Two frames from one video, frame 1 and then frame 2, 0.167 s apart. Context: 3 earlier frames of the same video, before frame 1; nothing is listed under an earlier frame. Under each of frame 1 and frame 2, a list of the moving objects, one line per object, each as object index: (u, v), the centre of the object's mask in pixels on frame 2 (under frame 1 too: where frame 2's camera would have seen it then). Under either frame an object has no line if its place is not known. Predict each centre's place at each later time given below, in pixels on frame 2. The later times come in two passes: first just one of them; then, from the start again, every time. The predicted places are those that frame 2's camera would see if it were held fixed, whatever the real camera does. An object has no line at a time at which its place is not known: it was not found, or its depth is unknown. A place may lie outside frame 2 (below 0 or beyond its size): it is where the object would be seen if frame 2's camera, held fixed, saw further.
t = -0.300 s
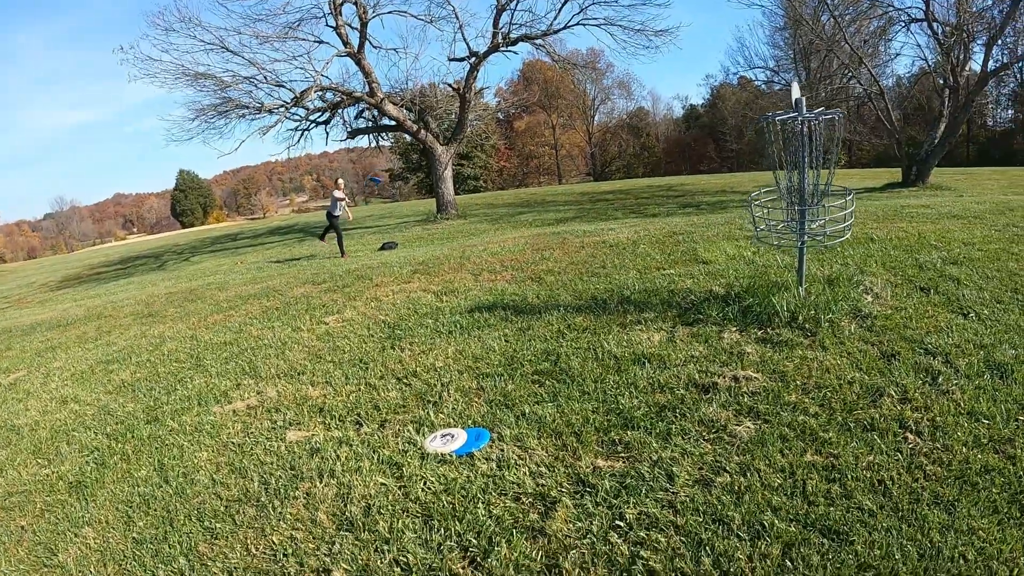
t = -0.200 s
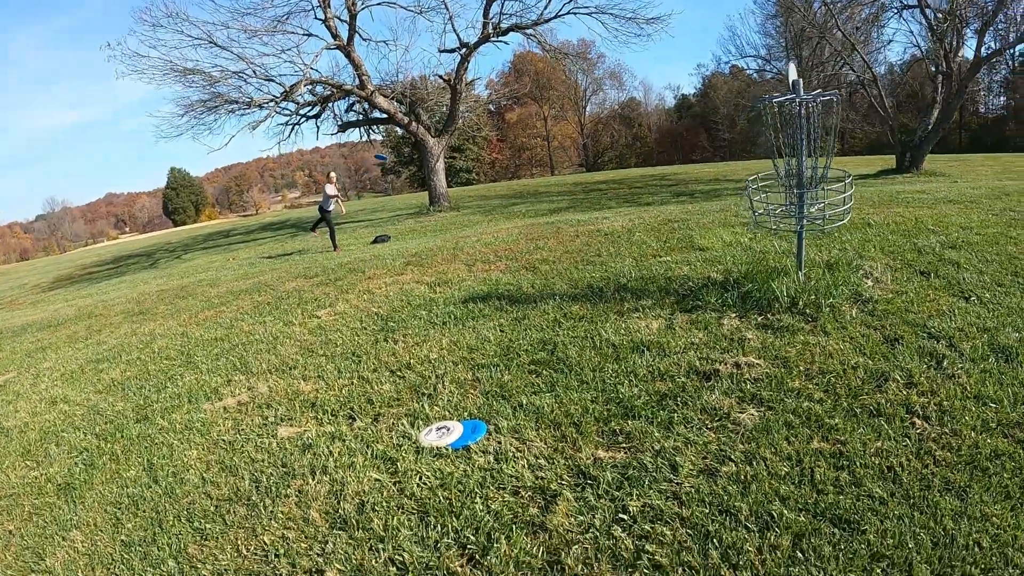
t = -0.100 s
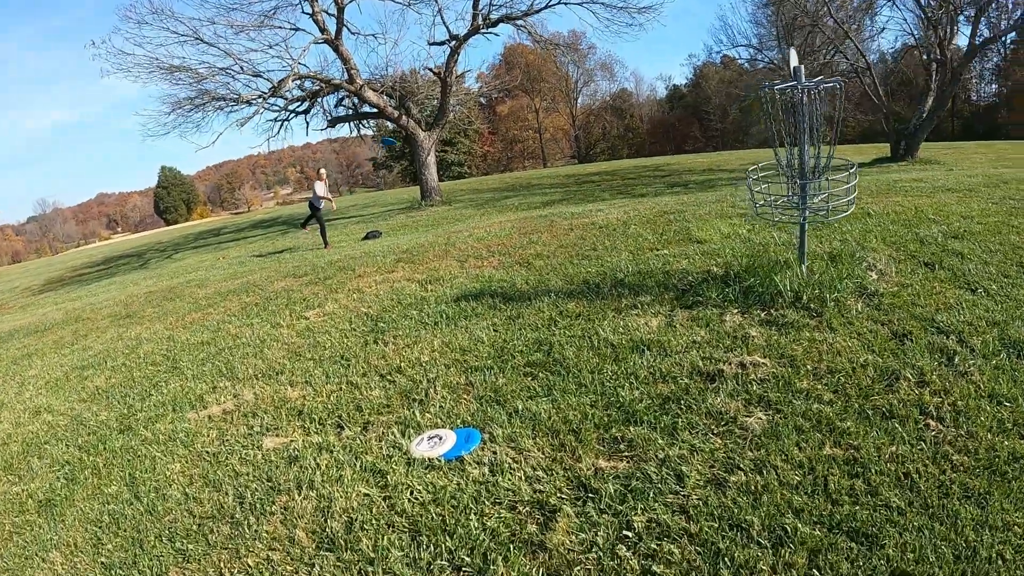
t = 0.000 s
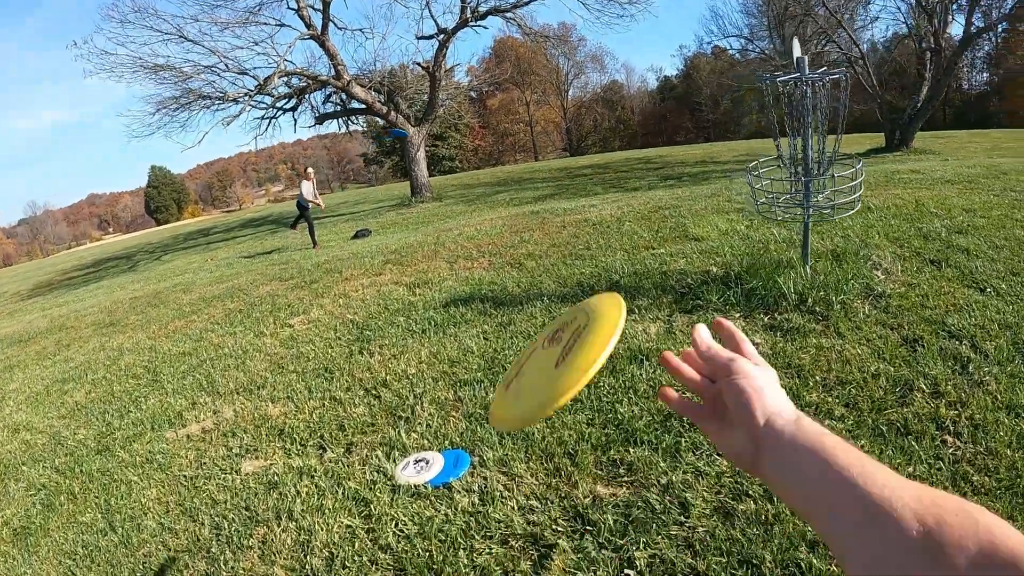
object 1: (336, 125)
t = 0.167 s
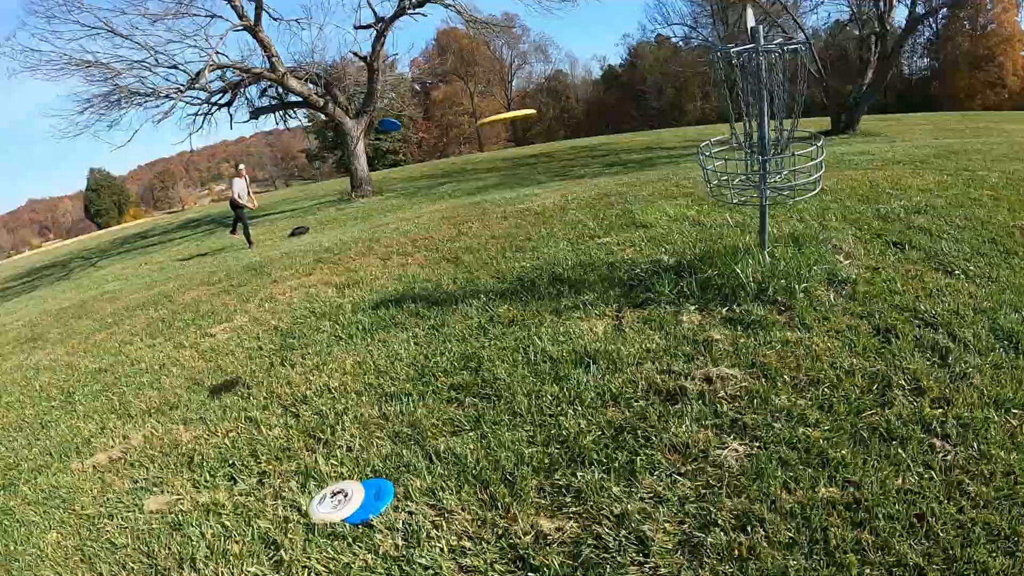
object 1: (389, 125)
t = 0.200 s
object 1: (403, 126)
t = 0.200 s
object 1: (403, 126)
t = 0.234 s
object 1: (417, 129)
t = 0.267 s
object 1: (435, 132)
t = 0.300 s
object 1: (452, 135)
